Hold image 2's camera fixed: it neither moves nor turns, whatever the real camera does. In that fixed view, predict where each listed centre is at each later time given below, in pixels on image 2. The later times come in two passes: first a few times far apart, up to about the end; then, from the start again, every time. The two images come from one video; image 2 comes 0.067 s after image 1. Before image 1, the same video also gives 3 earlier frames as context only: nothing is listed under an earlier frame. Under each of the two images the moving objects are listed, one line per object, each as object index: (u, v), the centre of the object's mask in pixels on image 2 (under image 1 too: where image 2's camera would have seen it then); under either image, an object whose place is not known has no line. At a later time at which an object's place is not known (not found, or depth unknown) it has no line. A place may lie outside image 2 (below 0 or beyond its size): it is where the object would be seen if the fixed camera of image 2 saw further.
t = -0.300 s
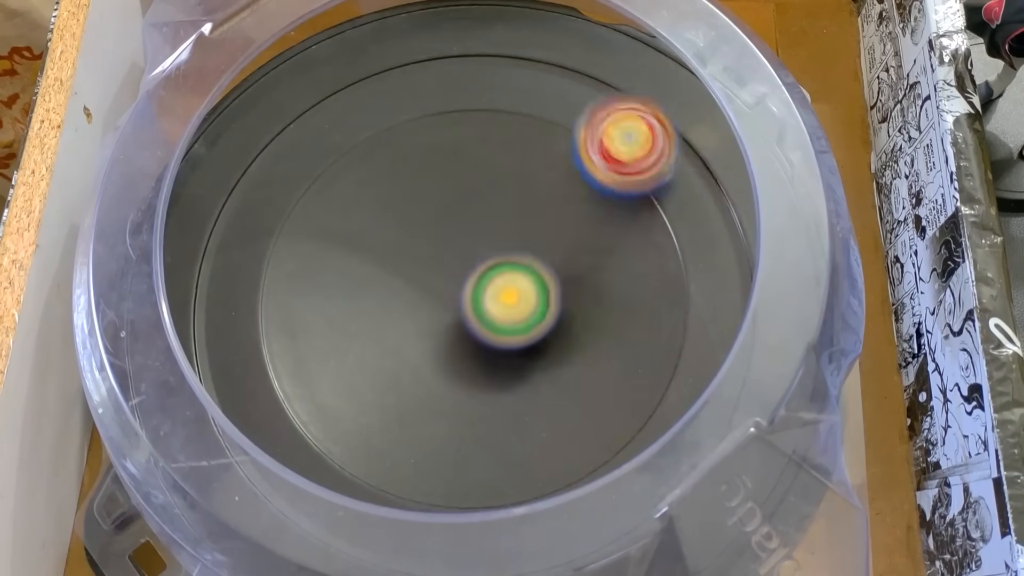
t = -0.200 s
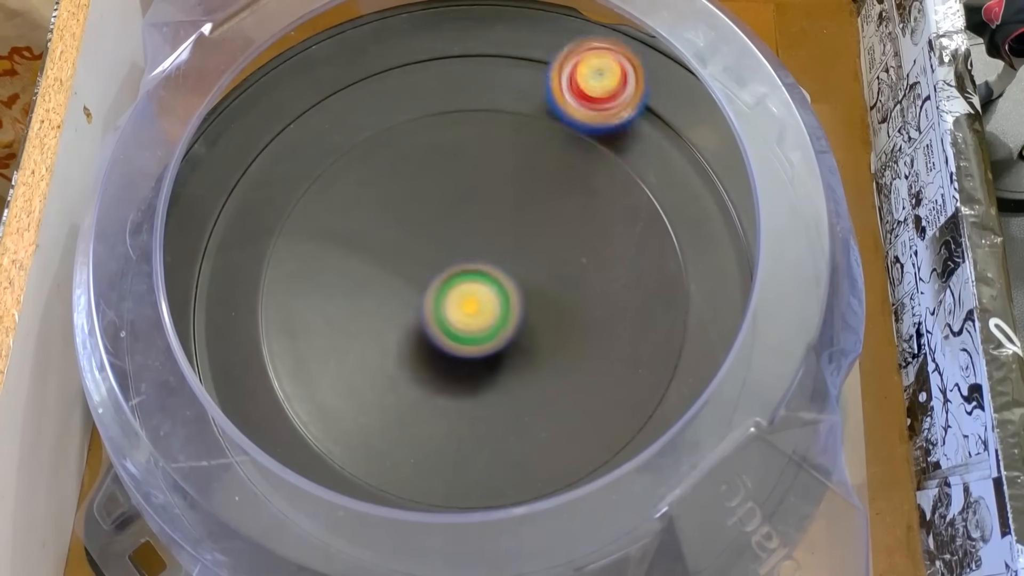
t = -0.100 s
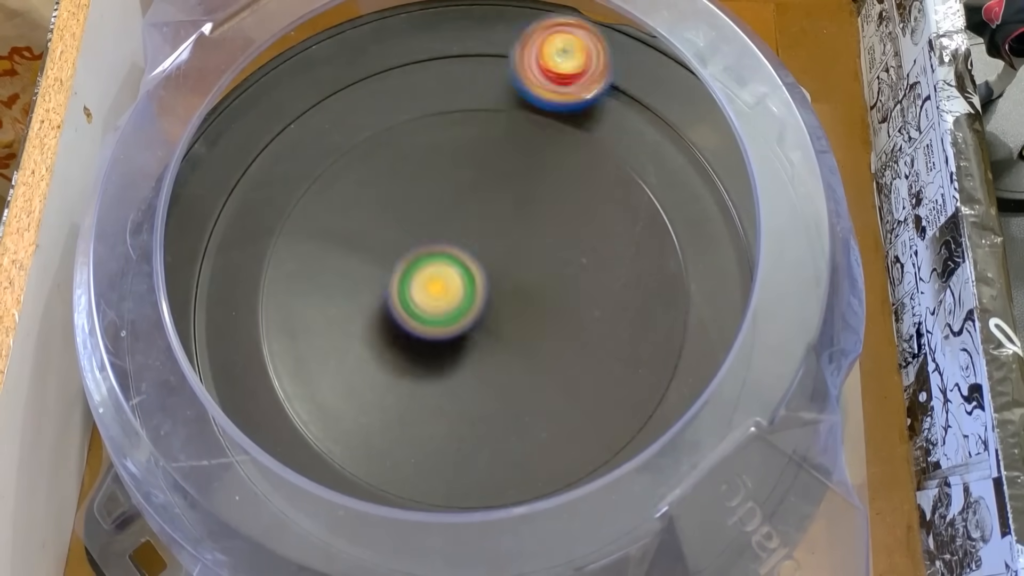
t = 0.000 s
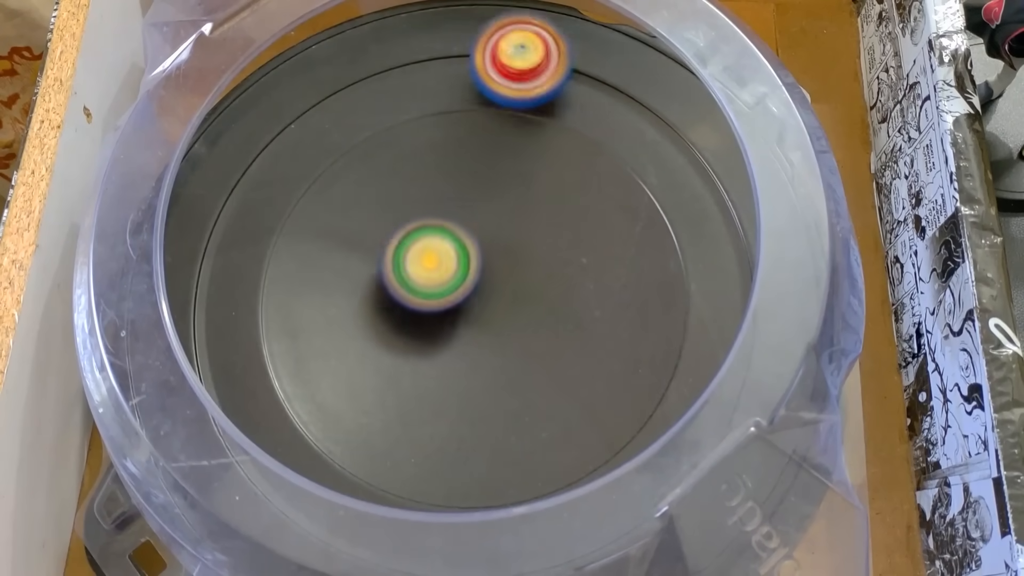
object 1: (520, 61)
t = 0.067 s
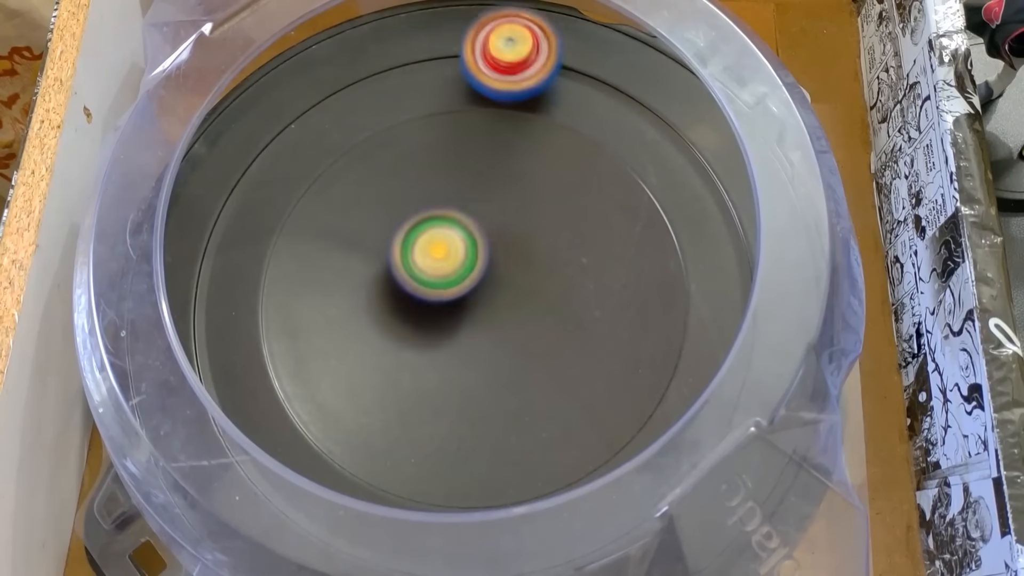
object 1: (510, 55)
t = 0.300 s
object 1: (473, 59)
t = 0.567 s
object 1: (407, 146)
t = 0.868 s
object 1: (348, 419)
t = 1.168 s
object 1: (632, 387)
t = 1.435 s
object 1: (562, 146)
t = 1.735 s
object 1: (288, 217)
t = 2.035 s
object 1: (386, 462)
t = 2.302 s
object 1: (636, 349)
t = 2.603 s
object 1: (504, 111)
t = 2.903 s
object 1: (280, 242)
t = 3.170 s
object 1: (412, 453)
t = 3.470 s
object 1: (653, 295)
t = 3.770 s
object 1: (480, 121)
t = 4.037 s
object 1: (306, 273)
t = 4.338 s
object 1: (489, 455)
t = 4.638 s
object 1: (619, 241)
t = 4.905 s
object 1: (413, 168)
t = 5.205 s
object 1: (343, 383)
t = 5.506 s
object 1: (578, 357)
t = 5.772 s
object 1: (522, 189)
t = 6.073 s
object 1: (366, 282)
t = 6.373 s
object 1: (491, 390)
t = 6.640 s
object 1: (589, 272)
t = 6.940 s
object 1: (483, 169)
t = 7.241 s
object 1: (368, 239)
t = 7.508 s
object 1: (357, 245)
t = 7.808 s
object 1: (514, 258)
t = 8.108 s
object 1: (532, 169)
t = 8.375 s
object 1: (473, 286)
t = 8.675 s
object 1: (568, 375)
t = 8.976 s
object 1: (541, 297)
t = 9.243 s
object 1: (396, 323)
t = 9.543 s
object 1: (400, 404)
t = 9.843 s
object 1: (461, 309)
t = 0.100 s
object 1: (506, 52)
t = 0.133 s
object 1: (501, 51)
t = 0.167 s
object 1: (494, 51)
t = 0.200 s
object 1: (489, 52)
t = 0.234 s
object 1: (483, 54)
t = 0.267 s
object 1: (478, 57)
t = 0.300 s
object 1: (473, 59)
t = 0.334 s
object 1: (468, 65)
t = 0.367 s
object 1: (462, 69)
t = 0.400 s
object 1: (456, 77)
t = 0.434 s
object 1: (450, 84)
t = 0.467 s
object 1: (443, 94)
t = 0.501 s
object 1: (435, 107)
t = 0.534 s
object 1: (422, 124)
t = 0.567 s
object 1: (407, 146)
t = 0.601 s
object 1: (390, 170)
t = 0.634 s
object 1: (374, 200)
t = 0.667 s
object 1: (361, 235)
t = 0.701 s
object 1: (343, 267)
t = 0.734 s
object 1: (327, 296)
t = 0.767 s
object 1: (318, 329)
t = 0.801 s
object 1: (321, 359)
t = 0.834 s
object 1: (331, 392)
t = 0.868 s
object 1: (348, 419)
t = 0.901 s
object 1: (373, 443)
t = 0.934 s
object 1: (405, 457)
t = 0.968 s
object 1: (440, 465)
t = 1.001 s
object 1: (475, 467)
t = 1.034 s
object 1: (512, 463)
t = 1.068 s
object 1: (547, 452)
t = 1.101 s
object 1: (580, 437)
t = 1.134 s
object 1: (608, 415)
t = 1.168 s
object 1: (632, 387)
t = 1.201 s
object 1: (650, 355)
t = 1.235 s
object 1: (658, 319)
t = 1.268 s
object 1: (658, 283)
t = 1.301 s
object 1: (650, 249)
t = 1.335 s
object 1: (637, 218)
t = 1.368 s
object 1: (618, 190)
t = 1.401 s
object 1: (592, 166)
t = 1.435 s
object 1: (562, 146)
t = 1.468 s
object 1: (531, 134)
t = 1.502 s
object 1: (496, 125)
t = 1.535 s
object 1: (461, 123)
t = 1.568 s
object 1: (427, 127)
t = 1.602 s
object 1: (392, 135)
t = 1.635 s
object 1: (362, 148)
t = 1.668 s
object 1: (332, 166)
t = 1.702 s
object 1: (309, 190)
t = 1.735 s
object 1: (288, 217)
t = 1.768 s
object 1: (274, 244)
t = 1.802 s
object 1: (265, 277)
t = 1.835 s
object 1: (261, 310)
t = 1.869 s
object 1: (264, 342)
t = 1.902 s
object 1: (274, 376)
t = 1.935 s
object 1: (295, 405)
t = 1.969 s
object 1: (319, 430)
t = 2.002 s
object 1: (348, 447)
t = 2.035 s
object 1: (386, 462)
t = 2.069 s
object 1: (424, 468)
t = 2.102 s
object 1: (461, 468)
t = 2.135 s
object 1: (502, 464)
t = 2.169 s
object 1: (538, 451)
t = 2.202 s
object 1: (572, 434)
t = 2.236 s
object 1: (599, 411)
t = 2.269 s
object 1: (622, 382)
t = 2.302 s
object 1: (636, 349)
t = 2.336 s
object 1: (644, 312)
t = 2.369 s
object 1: (645, 276)
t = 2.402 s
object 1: (640, 242)
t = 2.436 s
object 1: (628, 209)
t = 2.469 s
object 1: (611, 181)
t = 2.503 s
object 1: (589, 156)
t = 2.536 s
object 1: (563, 136)
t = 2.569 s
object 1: (533, 121)
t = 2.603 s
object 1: (504, 111)
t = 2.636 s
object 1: (472, 106)
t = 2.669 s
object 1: (441, 107)
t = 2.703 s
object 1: (409, 114)
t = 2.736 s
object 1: (378, 126)
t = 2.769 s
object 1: (351, 140)
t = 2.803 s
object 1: (327, 161)
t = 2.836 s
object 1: (306, 187)
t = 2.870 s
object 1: (291, 213)
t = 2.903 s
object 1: (280, 242)
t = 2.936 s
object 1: (275, 276)
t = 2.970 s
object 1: (277, 308)
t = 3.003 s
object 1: (285, 340)
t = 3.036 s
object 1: (298, 372)
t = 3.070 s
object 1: (318, 400)
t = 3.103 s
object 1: (346, 423)
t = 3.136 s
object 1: (377, 441)
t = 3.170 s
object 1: (412, 453)
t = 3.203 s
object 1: (450, 457)
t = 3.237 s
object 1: (489, 457)
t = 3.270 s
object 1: (523, 449)
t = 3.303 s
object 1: (558, 434)
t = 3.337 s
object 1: (589, 414)
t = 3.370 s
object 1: (614, 389)
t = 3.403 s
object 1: (633, 359)
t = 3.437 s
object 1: (647, 327)
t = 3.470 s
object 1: (653, 295)
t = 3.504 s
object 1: (653, 262)
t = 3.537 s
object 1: (647, 230)
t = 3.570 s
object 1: (635, 202)
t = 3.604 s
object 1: (617, 177)
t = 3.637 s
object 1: (595, 156)
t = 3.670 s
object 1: (570, 139)
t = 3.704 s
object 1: (539, 128)
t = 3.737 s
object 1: (510, 121)
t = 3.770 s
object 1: (480, 121)
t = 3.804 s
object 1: (448, 124)
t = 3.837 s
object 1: (418, 134)
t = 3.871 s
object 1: (390, 147)
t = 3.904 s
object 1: (365, 166)
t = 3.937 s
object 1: (341, 190)
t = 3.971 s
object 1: (324, 214)
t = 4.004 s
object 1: (312, 242)
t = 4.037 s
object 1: (306, 273)
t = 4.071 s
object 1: (304, 307)
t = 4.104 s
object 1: (309, 337)
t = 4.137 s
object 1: (320, 367)
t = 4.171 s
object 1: (337, 395)
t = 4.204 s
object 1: (361, 420)
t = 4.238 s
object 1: (387, 436)
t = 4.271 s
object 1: (420, 450)
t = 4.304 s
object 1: (456, 457)
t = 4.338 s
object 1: (489, 455)
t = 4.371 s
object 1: (521, 448)
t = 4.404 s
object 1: (555, 433)
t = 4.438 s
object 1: (582, 416)
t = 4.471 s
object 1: (605, 390)
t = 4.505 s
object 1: (621, 363)
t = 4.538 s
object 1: (631, 332)
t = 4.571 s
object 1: (634, 300)
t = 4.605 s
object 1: (630, 269)
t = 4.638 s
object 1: (619, 241)
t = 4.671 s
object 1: (603, 214)
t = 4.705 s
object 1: (583, 192)
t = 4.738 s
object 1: (560, 174)
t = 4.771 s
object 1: (530, 163)
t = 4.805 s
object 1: (501, 156)
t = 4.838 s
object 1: (471, 154)
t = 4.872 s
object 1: (441, 158)
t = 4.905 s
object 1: (413, 168)
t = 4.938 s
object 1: (385, 182)
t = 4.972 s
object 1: (361, 200)
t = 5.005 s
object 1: (343, 220)
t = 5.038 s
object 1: (329, 244)
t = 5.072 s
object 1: (320, 272)
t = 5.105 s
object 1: (318, 302)
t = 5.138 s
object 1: (318, 330)
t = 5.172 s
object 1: (327, 356)
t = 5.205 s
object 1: (343, 383)
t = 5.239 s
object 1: (365, 404)
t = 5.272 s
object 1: (392, 419)
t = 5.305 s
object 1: (423, 428)
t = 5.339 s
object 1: (455, 430)
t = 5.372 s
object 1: (485, 426)
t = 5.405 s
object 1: (517, 414)
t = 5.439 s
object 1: (542, 400)
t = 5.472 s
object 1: (563, 379)
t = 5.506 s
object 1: (578, 357)
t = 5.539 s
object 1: (589, 334)
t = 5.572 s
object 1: (595, 308)
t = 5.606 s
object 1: (596, 283)
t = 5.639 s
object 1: (590, 260)
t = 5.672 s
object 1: (579, 237)
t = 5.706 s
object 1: (563, 217)
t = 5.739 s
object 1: (544, 200)
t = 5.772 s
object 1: (522, 189)
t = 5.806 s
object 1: (498, 184)
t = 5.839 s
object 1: (473, 182)
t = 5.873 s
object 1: (449, 187)
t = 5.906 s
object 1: (426, 197)
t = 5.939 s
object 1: (405, 210)
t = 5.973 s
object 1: (387, 226)
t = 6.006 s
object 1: (376, 243)
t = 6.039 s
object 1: (369, 262)
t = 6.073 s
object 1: (366, 282)
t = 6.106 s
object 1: (368, 303)
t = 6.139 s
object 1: (374, 323)
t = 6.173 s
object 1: (384, 342)
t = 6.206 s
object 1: (397, 359)
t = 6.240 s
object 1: (413, 371)
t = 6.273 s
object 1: (431, 380)
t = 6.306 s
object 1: (451, 388)
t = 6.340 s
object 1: (471, 391)
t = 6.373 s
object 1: (491, 390)
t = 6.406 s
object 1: (511, 386)
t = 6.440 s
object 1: (531, 378)
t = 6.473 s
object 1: (547, 366)
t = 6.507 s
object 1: (561, 350)
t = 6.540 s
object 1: (570, 331)
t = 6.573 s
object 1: (574, 312)
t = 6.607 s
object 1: (584, 291)
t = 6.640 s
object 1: (589, 272)
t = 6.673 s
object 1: (587, 255)
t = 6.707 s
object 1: (579, 238)
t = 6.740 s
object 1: (568, 224)
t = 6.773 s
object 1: (554, 212)
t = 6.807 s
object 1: (536, 202)
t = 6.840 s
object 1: (526, 184)
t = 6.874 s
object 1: (514, 174)
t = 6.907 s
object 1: (499, 170)
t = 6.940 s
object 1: (483, 169)
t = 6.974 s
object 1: (465, 172)
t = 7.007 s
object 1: (448, 180)
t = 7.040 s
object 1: (431, 191)
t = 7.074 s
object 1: (416, 187)
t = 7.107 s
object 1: (400, 188)
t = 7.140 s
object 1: (388, 193)
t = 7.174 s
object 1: (376, 205)
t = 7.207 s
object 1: (369, 221)
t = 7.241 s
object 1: (368, 239)
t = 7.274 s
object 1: (366, 250)
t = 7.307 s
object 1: (354, 233)
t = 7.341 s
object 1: (348, 223)
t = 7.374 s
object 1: (345, 219)
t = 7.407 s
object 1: (344, 222)
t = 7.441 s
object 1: (345, 229)
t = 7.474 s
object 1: (349, 235)
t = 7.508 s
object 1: (357, 245)
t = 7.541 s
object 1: (369, 255)
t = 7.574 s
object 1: (386, 265)
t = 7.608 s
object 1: (404, 273)
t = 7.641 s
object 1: (425, 278)
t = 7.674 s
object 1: (446, 281)
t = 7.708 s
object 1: (466, 279)
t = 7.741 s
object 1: (484, 274)
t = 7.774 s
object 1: (500, 267)
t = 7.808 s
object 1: (514, 258)
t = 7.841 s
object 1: (526, 246)
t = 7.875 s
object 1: (534, 234)
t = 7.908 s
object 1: (541, 221)
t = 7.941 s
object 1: (547, 208)
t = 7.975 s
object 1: (550, 196)
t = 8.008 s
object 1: (549, 184)
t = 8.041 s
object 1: (545, 175)
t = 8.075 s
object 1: (540, 170)
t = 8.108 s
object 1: (532, 169)
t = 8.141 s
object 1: (523, 172)
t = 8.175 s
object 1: (512, 180)
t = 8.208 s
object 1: (501, 192)
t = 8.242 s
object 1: (491, 208)
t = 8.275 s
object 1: (482, 226)
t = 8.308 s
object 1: (476, 246)
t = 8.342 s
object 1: (472, 266)
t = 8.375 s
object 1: (473, 286)
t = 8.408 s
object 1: (476, 304)
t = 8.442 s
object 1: (483, 321)
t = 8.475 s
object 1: (492, 336)
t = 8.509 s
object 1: (503, 347)
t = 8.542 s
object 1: (515, 357)
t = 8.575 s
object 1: (528, 364)
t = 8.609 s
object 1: (541, 370)
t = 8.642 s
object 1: (554, 373)
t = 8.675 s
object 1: (568, 375)
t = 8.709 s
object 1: (582, 373)
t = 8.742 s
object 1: (593, 368)
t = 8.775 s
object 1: (600, 359)
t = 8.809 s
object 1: (601, 349)
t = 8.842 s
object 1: (597, 337)
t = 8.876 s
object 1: (589, 325)
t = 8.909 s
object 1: (577, 314)
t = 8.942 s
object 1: (560, 305)
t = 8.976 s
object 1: (541, 297)
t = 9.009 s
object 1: (521, 291)
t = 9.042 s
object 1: (499, 289)
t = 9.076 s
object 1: (478, 289)
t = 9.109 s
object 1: (458, 293)
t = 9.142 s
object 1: (440, 298)
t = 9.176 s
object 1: (423, 305)
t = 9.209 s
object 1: (409, 314)
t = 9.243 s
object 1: (396, 323)
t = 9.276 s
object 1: (386, 334)
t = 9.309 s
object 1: (377, 346)
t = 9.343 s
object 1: (370, 358)
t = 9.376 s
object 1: (364, 370)
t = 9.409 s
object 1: (363, 382)
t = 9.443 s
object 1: (365, 394)
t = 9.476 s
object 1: (374, 402)
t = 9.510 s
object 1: (385, 406)
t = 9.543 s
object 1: (400, 404)
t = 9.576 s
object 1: (417, 398)
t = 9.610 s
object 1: (433, 387)
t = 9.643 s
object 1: (447, 374)
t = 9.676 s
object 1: (460, 357)
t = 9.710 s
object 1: (470, 339)
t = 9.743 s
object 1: (477, 322)
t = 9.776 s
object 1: (470, 320)
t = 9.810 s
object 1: (465, 317)
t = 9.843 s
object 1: (461, 309)
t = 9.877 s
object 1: (455, 298)
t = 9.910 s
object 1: (448, 288)
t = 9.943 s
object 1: (437, 279)
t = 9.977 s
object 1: (426, 274)
